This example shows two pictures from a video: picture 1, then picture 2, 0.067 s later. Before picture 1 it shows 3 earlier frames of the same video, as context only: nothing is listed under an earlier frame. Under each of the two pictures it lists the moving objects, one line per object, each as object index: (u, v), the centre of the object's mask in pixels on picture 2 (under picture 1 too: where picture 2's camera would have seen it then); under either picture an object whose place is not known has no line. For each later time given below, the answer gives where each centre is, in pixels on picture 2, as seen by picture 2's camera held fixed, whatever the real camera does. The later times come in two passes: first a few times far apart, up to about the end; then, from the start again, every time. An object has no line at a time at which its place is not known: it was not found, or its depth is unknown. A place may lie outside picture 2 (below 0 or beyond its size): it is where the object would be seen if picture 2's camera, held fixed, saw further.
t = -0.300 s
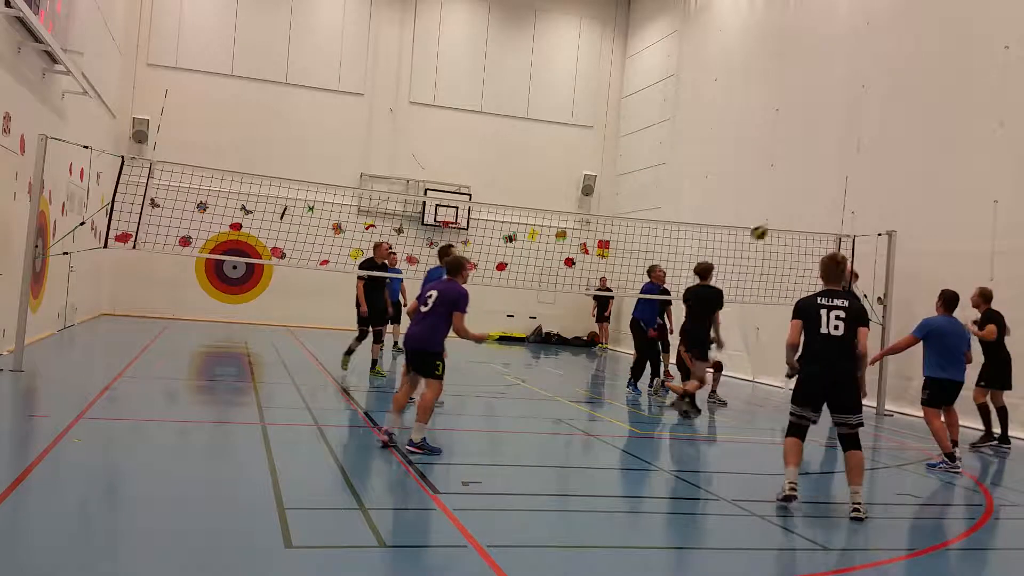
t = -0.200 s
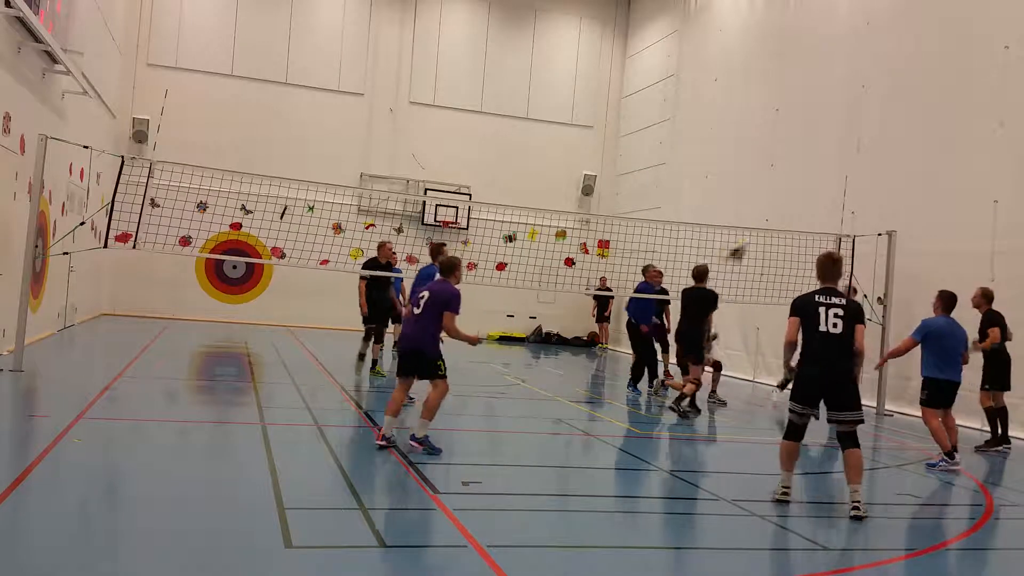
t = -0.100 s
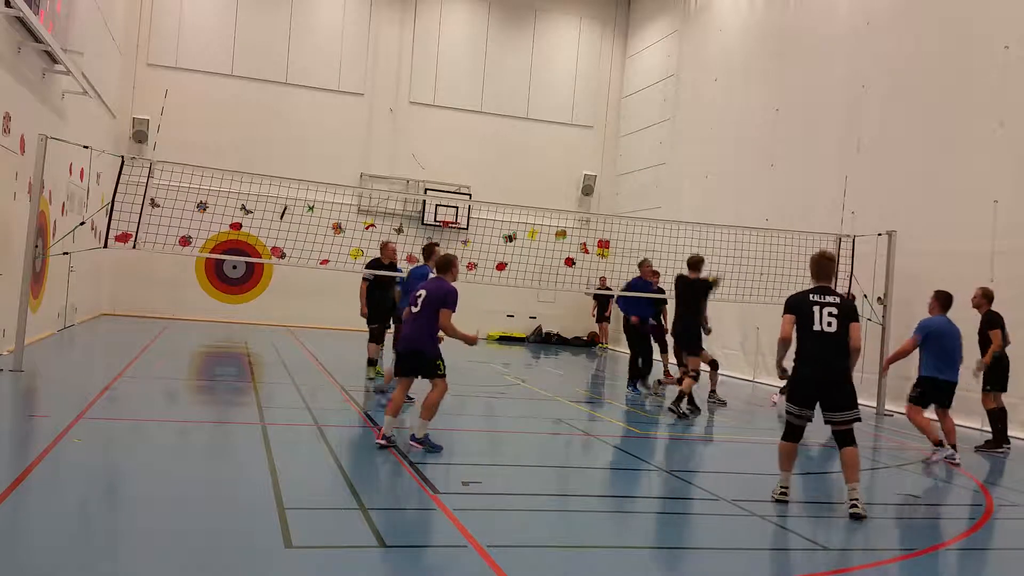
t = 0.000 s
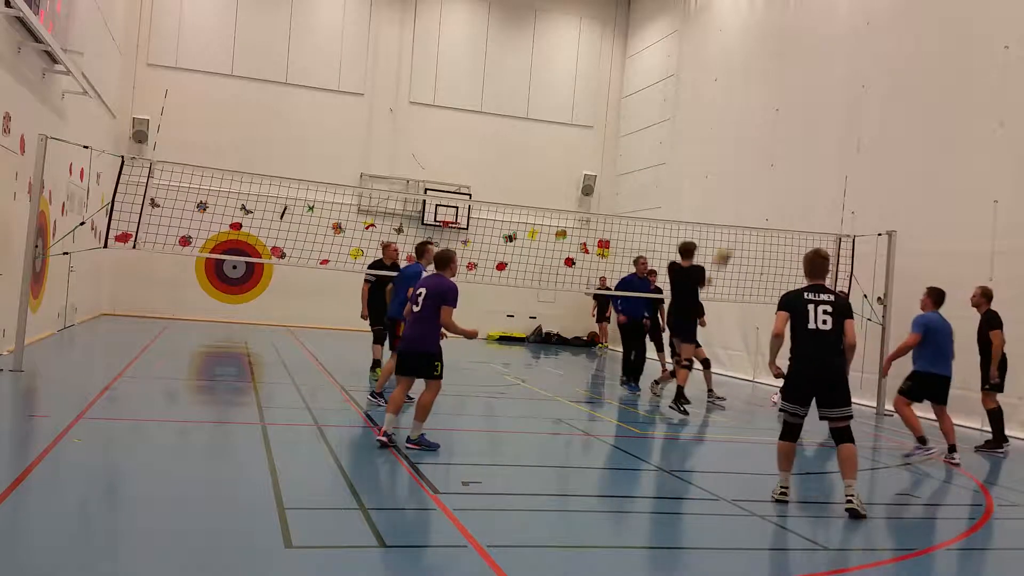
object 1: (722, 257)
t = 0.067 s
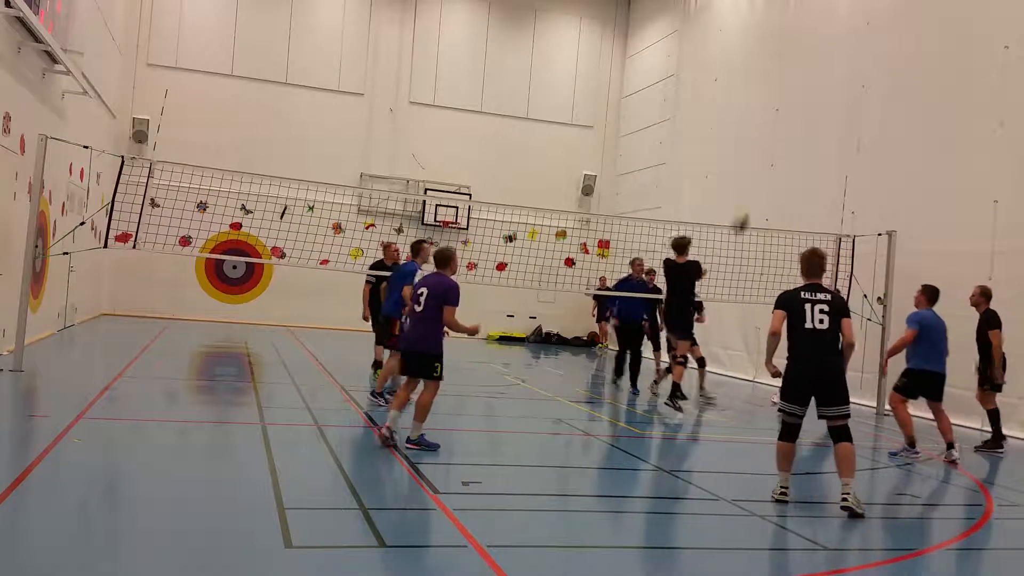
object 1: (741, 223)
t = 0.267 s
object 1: (798, 141)
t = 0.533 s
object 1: (871, 77)
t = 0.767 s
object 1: (930, 71)
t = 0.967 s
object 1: (981, 103)
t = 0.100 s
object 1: (750, 208)
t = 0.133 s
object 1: (760, 193)
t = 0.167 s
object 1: (770, 178)
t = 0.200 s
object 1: (779, 164)
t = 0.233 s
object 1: (789, 151)
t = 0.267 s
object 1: (798, 141)
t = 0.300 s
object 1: (808, 130)
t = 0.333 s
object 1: (817, 120)
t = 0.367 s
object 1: (825, 111)
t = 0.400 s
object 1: (834, 102)
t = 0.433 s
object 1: (843, 94)
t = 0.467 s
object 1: (852, 87)
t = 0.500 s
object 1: (861, 82)
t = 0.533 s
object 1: (871, 77)
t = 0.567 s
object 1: (880, 74)
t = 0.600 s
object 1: (889, 71)
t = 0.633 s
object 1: (897, 68)
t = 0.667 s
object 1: (906, 68)
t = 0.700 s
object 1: (914, 67)
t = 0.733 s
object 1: (922, 68)
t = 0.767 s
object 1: (930, 71)
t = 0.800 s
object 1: (939, 75)
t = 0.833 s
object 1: (947, 77)
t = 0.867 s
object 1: (957, 81)
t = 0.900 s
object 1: (964, 87)
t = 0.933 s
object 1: (973, 94)
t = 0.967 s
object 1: (981, 103)
